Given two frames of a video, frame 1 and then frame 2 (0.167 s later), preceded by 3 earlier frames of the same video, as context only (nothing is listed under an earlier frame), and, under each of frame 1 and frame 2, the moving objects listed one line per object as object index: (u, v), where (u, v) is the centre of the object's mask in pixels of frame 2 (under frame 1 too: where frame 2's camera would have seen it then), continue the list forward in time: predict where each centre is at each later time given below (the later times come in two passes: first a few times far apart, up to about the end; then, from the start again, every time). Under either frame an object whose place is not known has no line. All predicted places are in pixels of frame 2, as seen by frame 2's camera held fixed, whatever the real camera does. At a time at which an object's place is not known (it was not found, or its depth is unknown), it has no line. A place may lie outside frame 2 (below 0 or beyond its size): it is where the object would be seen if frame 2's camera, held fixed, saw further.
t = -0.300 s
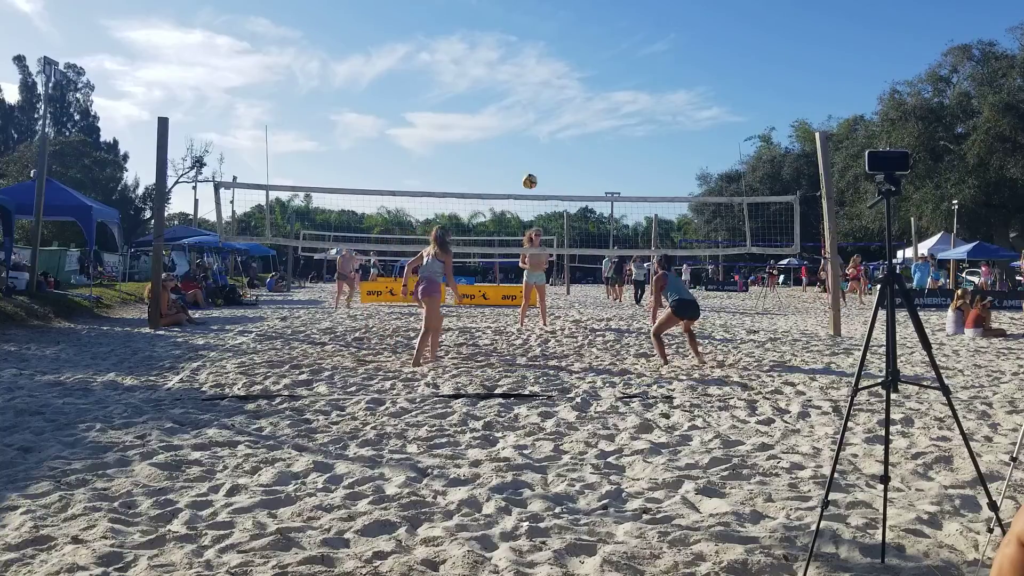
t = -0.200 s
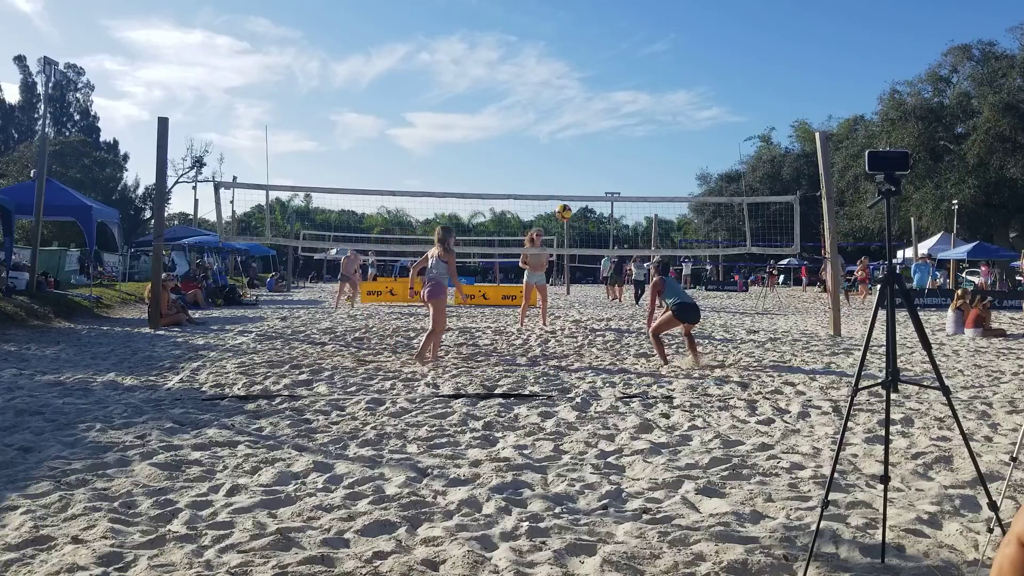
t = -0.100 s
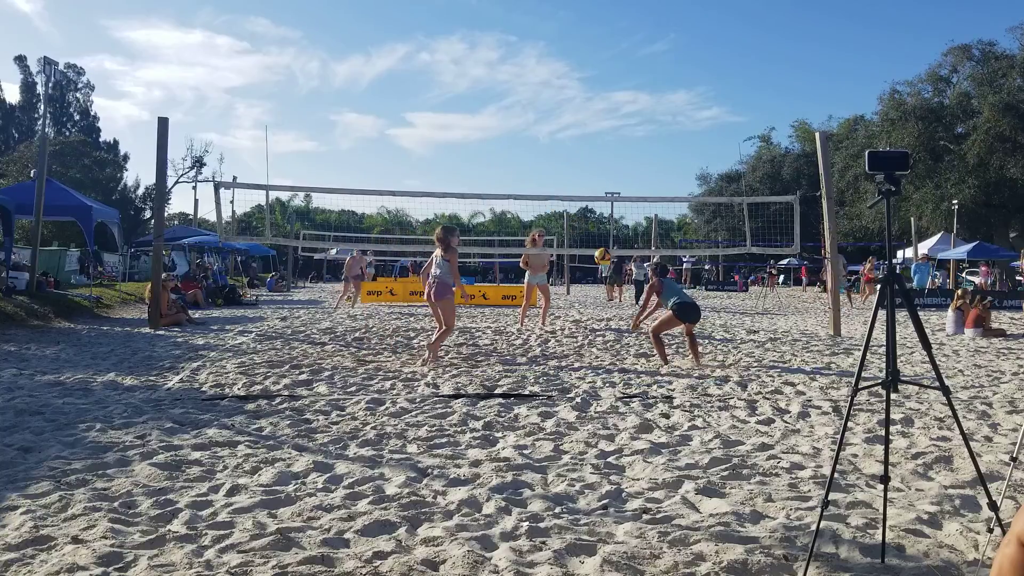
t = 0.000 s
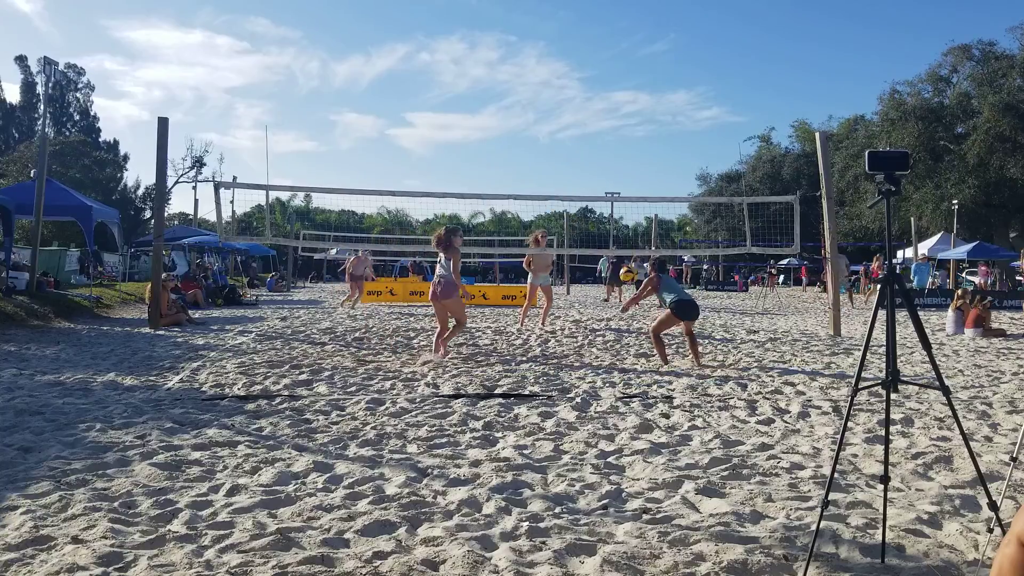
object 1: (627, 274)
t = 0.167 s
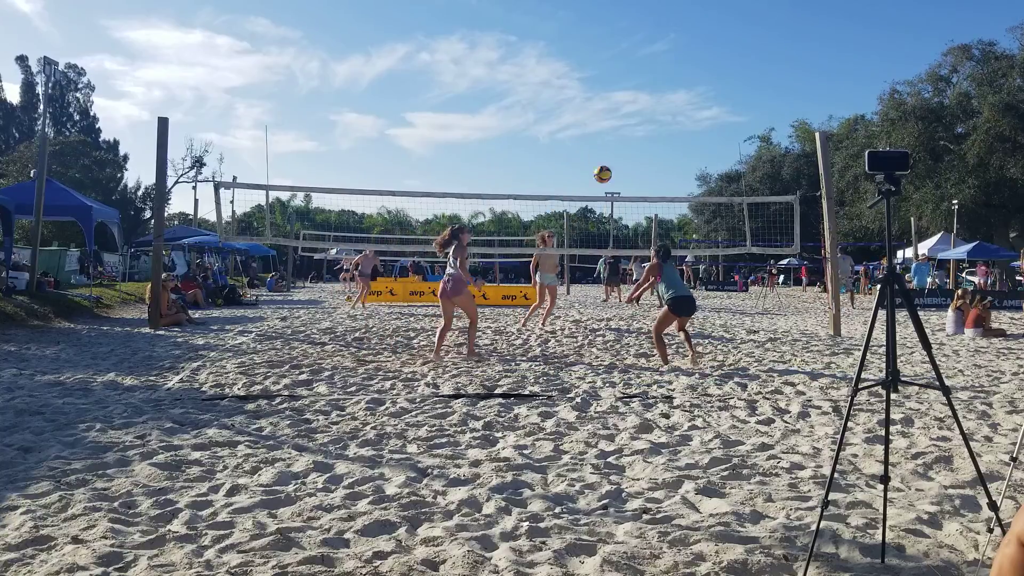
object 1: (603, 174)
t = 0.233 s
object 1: (593, 141)
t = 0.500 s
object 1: (556, 46)
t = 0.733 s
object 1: (526, 8)
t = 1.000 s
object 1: (492, 15)
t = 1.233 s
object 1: (462, 63)
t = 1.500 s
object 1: (428, 163)
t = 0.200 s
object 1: (598, 157)
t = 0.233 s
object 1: (593, 141)
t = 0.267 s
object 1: (588, 126)
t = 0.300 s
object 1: (584, 112)
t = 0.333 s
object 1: (579, 99)
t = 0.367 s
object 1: (574, 86)
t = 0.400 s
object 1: (570, 75)
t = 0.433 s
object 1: (565, 64)
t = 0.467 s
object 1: (561, 54)
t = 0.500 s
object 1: (556, 46)
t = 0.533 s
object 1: (552, 38)
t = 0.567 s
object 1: (547, 31)
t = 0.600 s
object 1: (543, 25)
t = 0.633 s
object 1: (538, 19)
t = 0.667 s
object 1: (534, 15)
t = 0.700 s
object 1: (530, 11)
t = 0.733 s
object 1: (526, 8)
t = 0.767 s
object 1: (521, 7)
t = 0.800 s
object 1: (517, 7)
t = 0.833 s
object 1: (513, 6)
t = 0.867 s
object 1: (508, 7)
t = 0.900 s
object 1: (504, 7)
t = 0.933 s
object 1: (500, 9)
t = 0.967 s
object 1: (496, 11)
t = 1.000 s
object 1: (492, 15)
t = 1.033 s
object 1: (488, 20)
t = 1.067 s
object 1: (483, 25)
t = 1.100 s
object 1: (479, 32)
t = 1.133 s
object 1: (475, 38)
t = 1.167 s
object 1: (471, 46)
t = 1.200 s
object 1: (467, 54)
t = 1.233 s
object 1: (462, 63)
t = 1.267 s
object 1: (458, 73)
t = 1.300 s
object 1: (454, 84)
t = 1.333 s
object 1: (450, 95)
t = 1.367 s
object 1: (445, 107)
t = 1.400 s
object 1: (441, 120)
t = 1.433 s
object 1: (436, 133)
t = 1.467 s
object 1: (432, 148)
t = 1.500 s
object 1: (428, 163)
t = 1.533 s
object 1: (424, 178)
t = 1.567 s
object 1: (419, 195)
